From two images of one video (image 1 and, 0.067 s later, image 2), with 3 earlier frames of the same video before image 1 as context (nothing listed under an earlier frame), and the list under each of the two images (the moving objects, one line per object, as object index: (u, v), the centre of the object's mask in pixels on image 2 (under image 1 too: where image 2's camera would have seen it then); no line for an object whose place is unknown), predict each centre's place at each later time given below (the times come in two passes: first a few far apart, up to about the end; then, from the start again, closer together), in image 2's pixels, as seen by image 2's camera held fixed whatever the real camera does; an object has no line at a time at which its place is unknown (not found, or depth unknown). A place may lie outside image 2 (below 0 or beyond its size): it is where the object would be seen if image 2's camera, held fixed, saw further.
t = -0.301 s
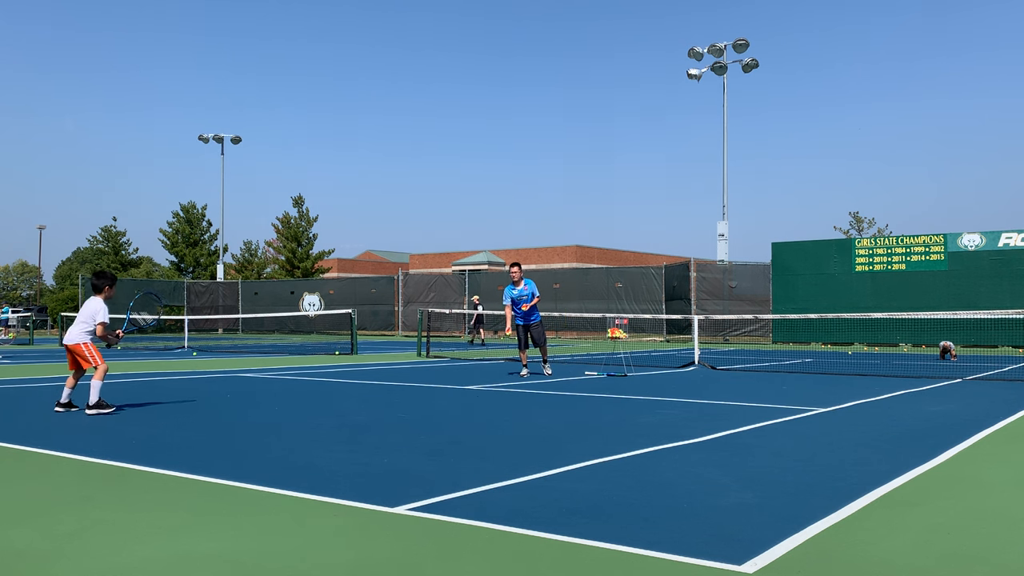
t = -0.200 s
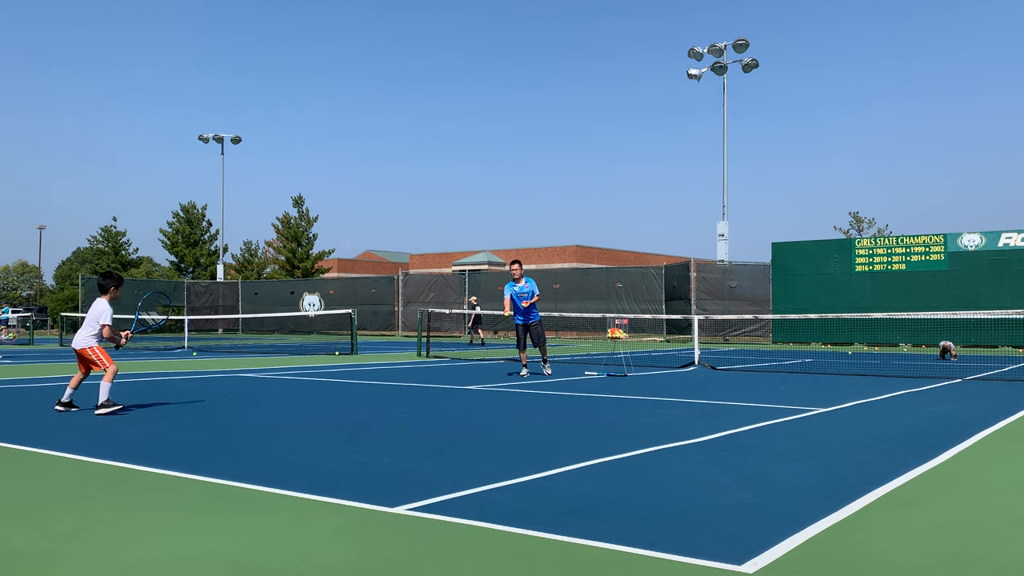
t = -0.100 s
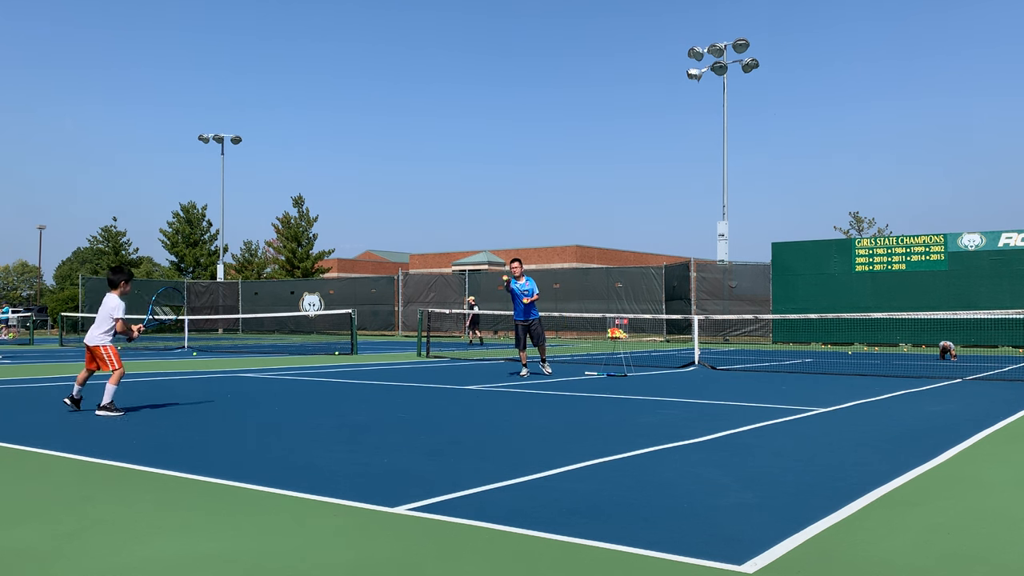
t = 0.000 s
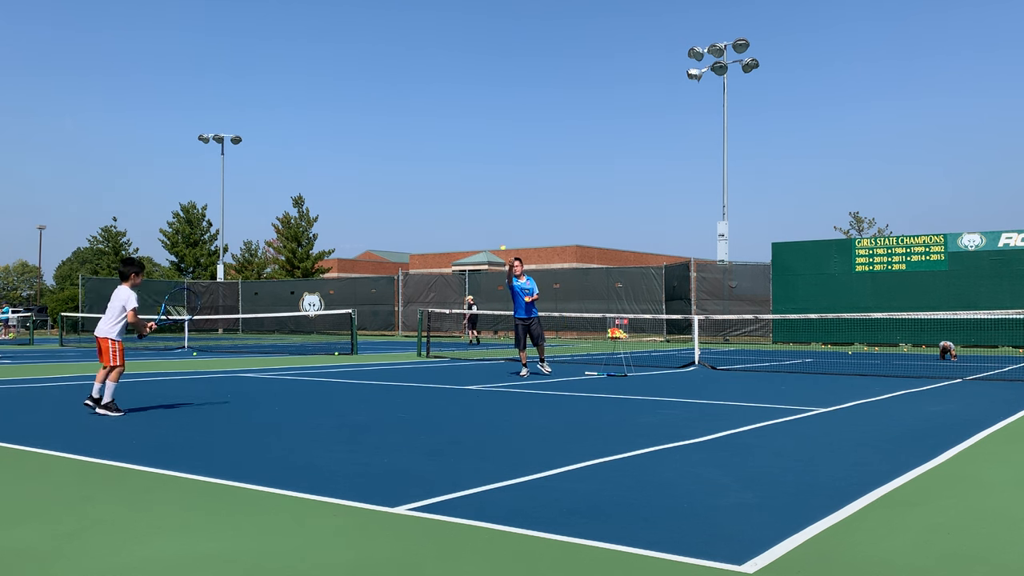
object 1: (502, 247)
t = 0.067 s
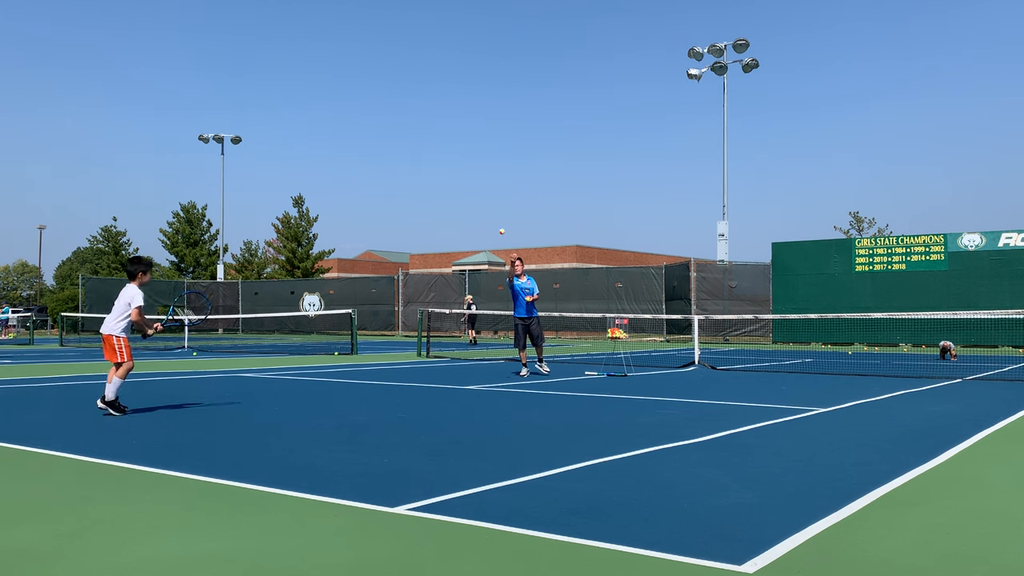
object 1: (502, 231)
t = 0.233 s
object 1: (498, 204)
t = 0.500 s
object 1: (490, 208)
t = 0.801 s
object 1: (478, 305)
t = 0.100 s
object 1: (501, 224)
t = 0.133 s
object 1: (500, 218)
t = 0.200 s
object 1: (499, 208)
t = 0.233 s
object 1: (498, 204)
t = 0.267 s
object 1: (497, 201)
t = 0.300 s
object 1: (496, 199)
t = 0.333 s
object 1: (495, 198)
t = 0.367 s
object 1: (494, 198)
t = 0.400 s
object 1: (493, 199)
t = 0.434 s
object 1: (492, 201)
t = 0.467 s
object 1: (491, 204)
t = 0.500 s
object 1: (490, 208)
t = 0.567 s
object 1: (488, 220)
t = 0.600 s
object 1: (486, 228)
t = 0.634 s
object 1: (485, 237)
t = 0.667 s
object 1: (484, 247)
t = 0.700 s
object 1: (483, 259)
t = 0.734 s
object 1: (481, 273)
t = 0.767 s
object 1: (480, 288)
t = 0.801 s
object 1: (478, 305)
